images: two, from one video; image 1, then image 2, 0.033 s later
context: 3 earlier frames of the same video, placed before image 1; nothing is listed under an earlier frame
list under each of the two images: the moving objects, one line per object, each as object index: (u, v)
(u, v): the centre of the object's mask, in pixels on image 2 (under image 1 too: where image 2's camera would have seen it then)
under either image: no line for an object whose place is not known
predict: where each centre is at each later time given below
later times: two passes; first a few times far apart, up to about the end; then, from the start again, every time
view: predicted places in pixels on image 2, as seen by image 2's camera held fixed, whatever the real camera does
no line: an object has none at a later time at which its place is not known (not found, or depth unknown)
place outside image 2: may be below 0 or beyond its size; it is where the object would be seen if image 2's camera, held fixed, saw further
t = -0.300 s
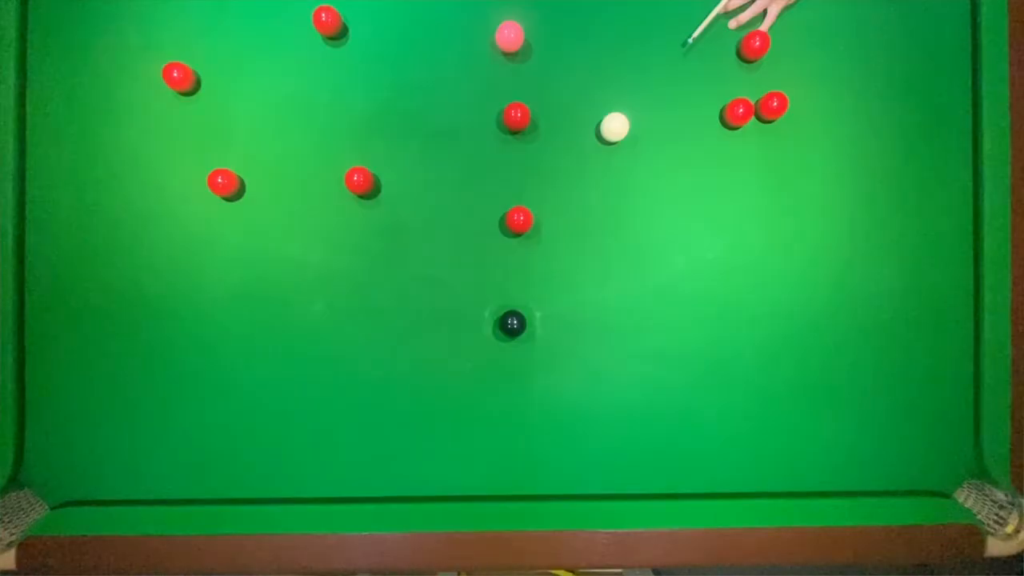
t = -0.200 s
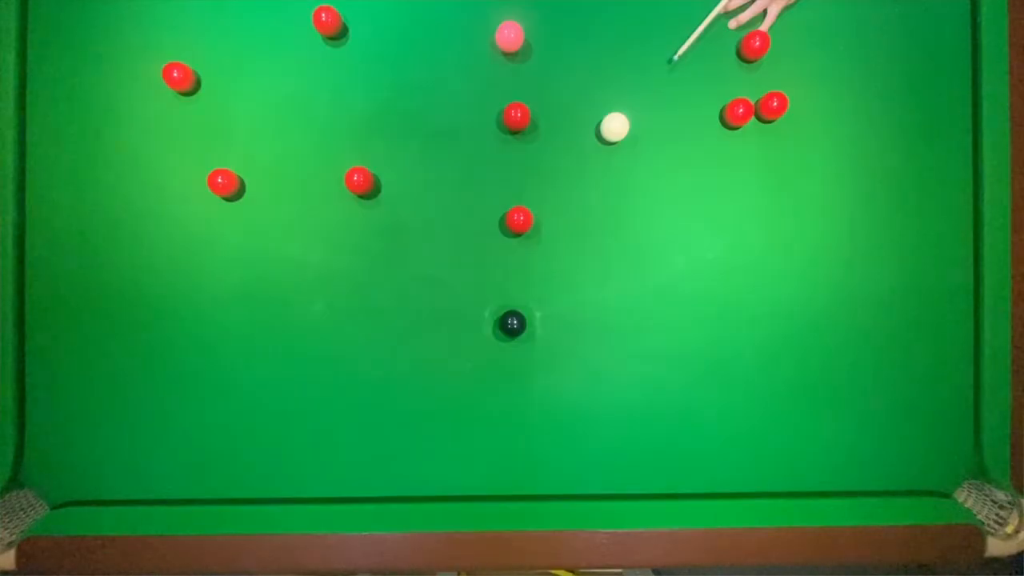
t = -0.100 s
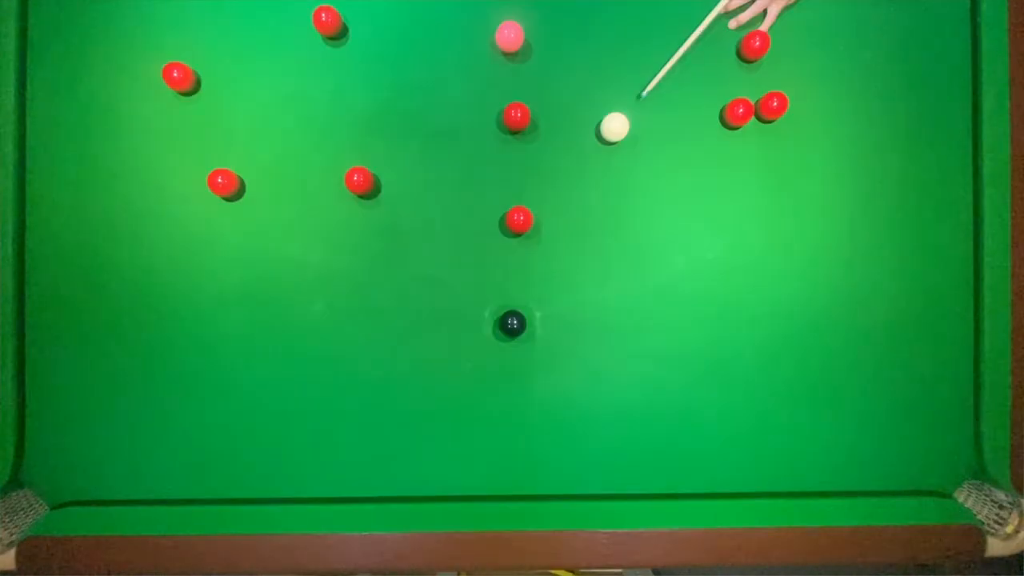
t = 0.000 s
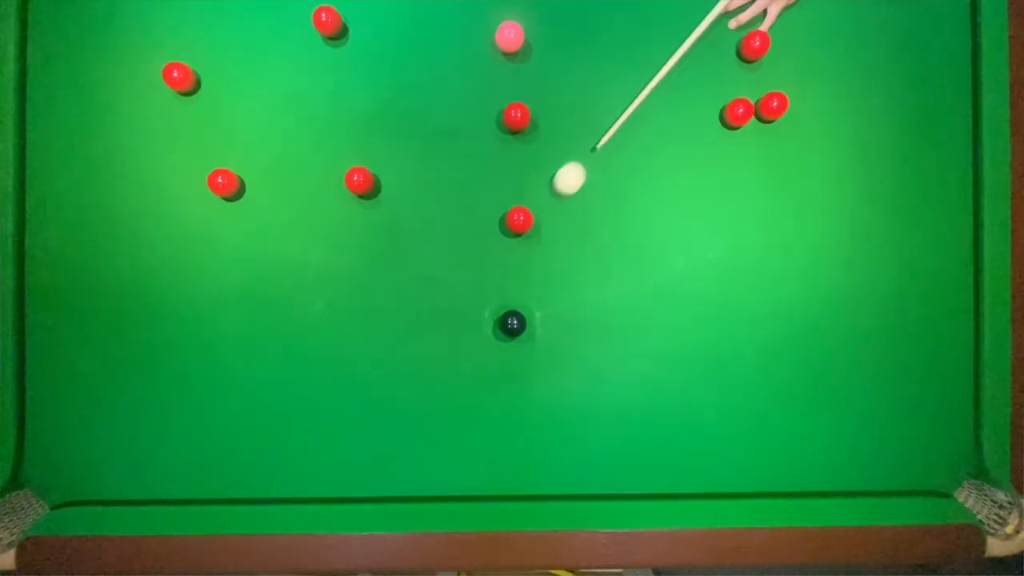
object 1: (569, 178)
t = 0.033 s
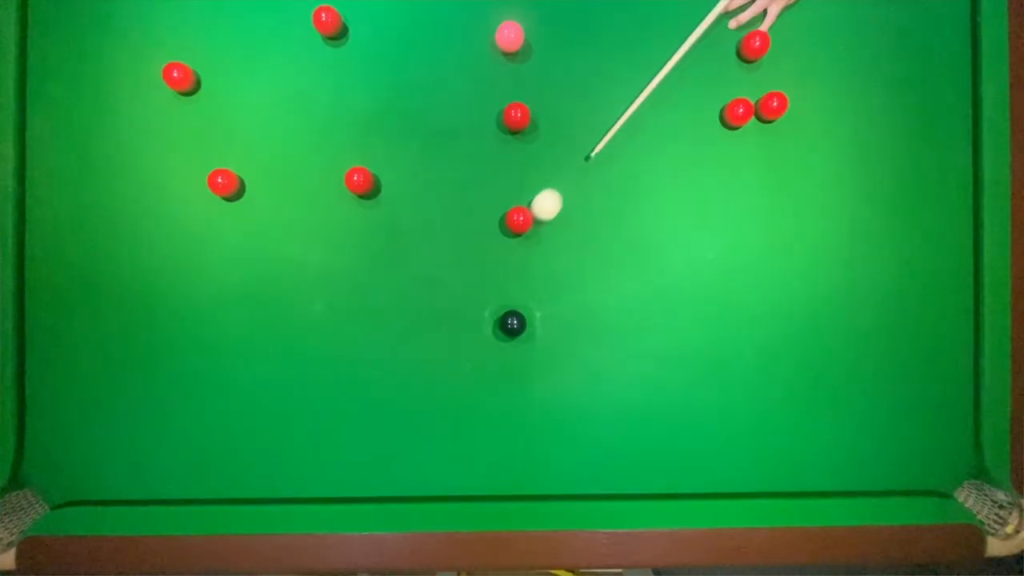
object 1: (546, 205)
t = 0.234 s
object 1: (558, 265)
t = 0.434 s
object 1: (568, 321)
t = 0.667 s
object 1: (578, 383)
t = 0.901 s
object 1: (589, 443)
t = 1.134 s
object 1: (599, 475)
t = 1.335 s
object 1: (608, 447)
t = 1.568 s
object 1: (618, 418)
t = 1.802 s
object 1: (627, 391)
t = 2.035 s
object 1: (635, 367)
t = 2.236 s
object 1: (641, 349)
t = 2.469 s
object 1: (647, 330)
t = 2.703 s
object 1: (653, 314)
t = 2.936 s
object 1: (659, 301)
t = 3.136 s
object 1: (663, 292)
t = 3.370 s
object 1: (667, 283)
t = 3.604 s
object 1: (670, 278)
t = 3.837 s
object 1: (670, 274)
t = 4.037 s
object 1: (670, 272)
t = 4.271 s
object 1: (670, 272)
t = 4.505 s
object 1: (670, 272)
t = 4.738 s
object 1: (670, 272)
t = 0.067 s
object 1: (547, 217)
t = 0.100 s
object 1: (551, 227)
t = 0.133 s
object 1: (553, 237)
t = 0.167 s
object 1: (554, 246)
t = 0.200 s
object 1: (556, 256)
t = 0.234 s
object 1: (558, 265)
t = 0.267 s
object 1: (559, 275)
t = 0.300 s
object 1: (561, 284)
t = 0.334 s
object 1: (563, 293)
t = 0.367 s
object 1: (564, 302)
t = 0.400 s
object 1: (566, 312)
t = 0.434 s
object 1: (568, 321)
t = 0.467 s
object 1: (569, 330)
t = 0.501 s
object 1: (571, 339)
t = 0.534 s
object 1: (572, 348)
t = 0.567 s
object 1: (574, 357)
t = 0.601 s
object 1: (575, 366)
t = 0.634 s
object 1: (577, 374)
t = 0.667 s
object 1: (578, 383)
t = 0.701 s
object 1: (580, 392)
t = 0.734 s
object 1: (581, 401)
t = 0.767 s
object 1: (583, 409)
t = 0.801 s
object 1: (584, 418)
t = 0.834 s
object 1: (586, 427)
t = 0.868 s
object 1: (587, 435)
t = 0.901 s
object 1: (589, 443)
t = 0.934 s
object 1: (590, 452)
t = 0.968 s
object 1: (592, 460)
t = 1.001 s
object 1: (593, 468)
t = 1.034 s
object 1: (595, 477)
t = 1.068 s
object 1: (596, 485)
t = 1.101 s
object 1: (598, 480)
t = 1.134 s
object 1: (599, 475)
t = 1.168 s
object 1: (601, 470)
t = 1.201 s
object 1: (602, 466)
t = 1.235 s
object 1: (604, 461)
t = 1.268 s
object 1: (605, 456)
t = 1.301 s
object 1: (607, 452)
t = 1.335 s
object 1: (608, 447)
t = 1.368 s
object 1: (610, 443)
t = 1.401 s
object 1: (611, 439)
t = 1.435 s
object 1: (613, 434)
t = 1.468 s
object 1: (614, 430)
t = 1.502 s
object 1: (616, 426)
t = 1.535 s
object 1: (617, 422)
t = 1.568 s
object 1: (618, 418)
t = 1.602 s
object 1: (620, 414)
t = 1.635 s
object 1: (621, 410)
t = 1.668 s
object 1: (622, 406)
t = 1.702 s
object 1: (623, 402)
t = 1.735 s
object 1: (624, 399)
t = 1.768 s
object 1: (626, 395)
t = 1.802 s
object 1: (627, 391)
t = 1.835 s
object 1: (628, 387)
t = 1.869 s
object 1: (629, 384)
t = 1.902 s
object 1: (631, 381)
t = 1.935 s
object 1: (631, 377)
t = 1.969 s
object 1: (633, 374)
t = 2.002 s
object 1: (634, 371)
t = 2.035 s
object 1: (635, 367)
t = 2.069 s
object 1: (636, 364)
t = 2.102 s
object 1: (637, 361)
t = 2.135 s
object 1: (638, 357)
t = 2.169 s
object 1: (639, 355)
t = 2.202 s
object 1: (640, 352)
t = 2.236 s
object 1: (641, 349)
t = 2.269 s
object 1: (642, 346)
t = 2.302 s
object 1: (643, 343)
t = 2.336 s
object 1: (644, 341)
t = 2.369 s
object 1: (645, 338)
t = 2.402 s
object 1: (646, 335)
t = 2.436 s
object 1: (647, 333)
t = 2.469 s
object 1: (647, 330)
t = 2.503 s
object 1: (648, 328)
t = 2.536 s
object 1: (649, 325)
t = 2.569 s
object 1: (650, 323)
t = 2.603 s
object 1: (651, 321)
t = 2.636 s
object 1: (652, 318)
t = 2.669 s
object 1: (653, 316)
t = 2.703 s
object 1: (653, 314)
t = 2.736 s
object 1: (654, 312)
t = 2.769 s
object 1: (655, 310)
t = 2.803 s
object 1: (656, 309)
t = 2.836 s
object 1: (656, 307)
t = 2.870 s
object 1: (657, 305)
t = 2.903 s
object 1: (658, 303)
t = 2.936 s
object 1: (659, 301)
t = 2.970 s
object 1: (659, 299)
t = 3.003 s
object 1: (660, 298)
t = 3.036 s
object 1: (661, 296)
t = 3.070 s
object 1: (661, 295)
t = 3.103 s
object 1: (662, 293)
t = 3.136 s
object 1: (663, 292)
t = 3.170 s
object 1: (663, 290)
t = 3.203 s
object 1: (664, 289)
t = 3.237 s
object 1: (664, 288)
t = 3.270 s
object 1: (665, 287)
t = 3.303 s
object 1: (665, 286)
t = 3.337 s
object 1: (666, 284)
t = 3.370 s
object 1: (667, 283)
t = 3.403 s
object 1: (667, 283)
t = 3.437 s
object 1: (668, 281)
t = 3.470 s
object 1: (668, 281)
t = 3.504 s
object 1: (668, 280)
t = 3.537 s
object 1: (669, 279)
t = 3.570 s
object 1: (669, 278)
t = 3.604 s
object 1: (670, 278)
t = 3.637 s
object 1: (670, 277)
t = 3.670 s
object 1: (670, 276)
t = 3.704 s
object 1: (670, 276)
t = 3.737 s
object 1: (671, 275)
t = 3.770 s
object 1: (671, 275)
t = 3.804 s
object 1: (670, 275)
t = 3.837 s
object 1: (670, 274)
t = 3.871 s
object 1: (671, 274)
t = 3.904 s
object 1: (670, 273)
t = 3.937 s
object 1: (671, 273)
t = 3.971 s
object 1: (671, 273)
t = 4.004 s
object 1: (670, 272)
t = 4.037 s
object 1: (670, 272)
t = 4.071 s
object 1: (670, 272)
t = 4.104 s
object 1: (670, 272)
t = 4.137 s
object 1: (670, 272)
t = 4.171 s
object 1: (670, 272)
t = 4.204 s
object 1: (670, 272)
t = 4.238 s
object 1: (670, 272)
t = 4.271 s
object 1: (670, 272)
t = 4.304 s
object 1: (670, 272)
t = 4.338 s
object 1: (670, 272)
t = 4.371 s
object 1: (670, 272)
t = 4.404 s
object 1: (670, 272)
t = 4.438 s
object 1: (670, 272)
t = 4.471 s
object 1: (670, 272)
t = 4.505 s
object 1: (670, 272)
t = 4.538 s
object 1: (670, 272)
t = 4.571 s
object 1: (670, 272)
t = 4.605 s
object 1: (670, 272)
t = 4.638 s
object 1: (670, 272)
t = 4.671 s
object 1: (670, 272)
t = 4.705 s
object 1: (670, 272)
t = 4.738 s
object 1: (670, 272)
